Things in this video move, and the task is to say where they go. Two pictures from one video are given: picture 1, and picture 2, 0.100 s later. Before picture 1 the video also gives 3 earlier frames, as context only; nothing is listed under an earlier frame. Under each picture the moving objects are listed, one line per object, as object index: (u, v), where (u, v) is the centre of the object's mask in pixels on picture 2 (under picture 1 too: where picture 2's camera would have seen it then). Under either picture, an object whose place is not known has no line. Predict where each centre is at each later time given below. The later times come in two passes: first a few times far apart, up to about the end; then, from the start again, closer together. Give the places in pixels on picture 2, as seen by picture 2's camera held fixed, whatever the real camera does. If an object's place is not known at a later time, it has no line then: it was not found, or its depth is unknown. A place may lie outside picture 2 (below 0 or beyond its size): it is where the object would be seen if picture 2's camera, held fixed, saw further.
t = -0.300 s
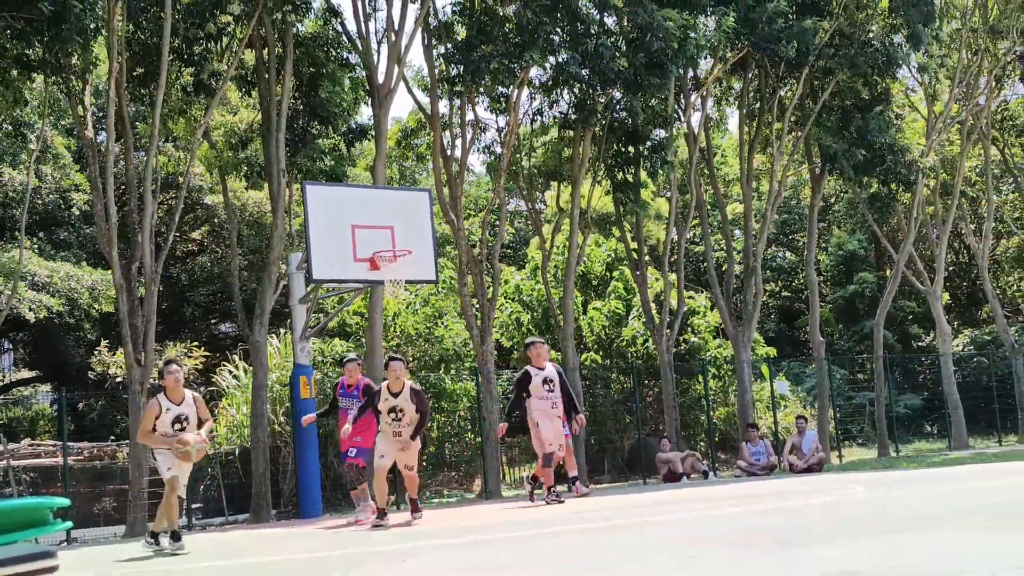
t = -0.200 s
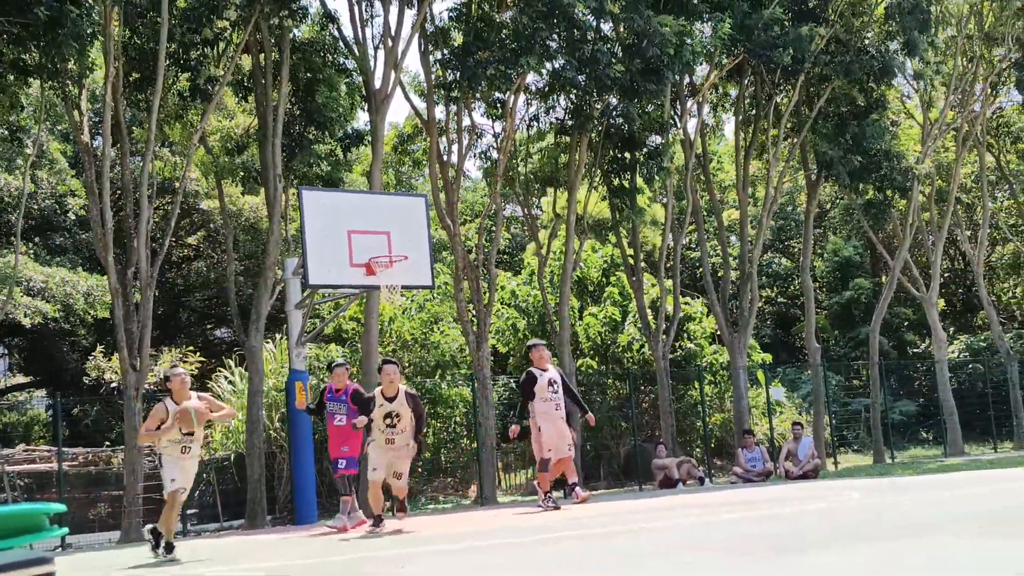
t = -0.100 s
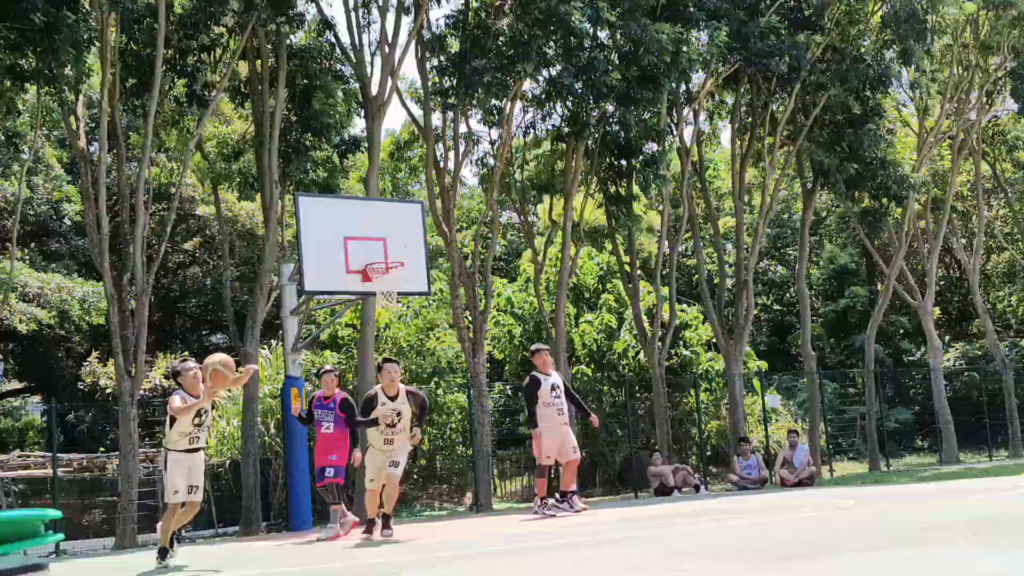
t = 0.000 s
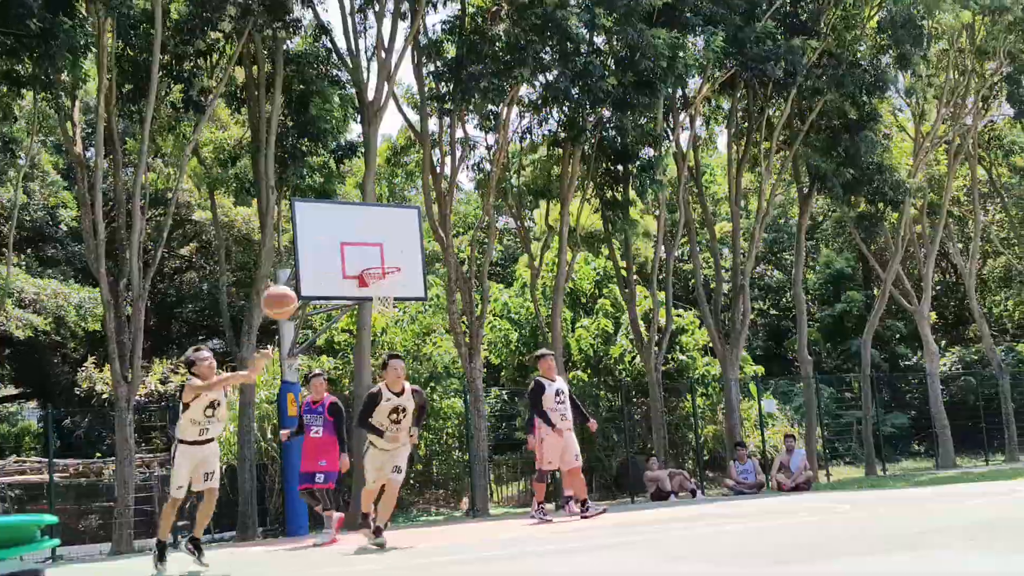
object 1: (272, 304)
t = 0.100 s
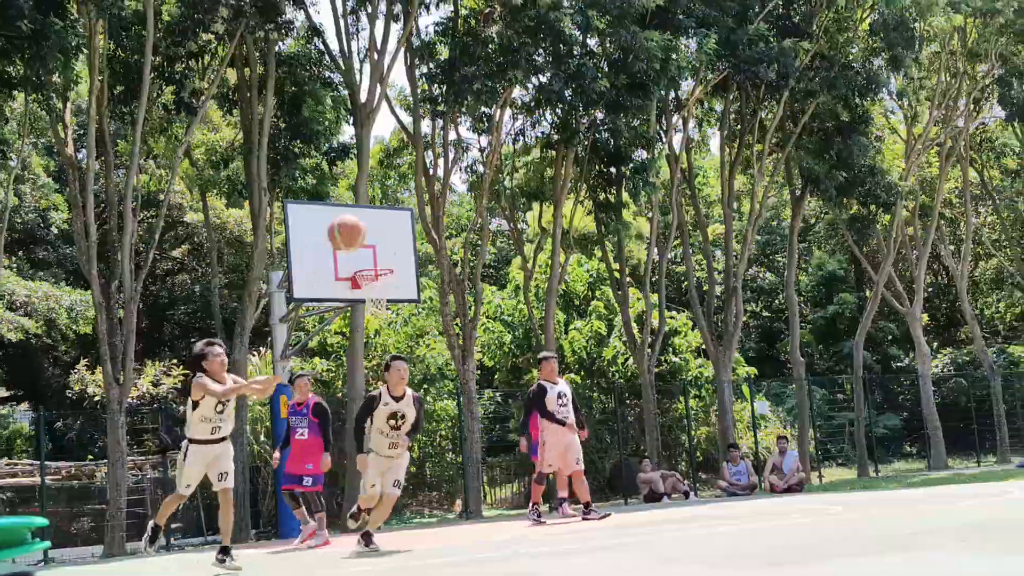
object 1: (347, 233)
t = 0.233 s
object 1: (466, 142)
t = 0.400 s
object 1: (677, 33)
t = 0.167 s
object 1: (403, 187)
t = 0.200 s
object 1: (433, 165)
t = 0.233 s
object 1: (466, 142)
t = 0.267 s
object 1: (500, 120)
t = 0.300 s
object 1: (538, 97)
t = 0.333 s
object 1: (579, 76)
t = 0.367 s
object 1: (625, 53)
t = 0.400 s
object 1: (677, 33)
